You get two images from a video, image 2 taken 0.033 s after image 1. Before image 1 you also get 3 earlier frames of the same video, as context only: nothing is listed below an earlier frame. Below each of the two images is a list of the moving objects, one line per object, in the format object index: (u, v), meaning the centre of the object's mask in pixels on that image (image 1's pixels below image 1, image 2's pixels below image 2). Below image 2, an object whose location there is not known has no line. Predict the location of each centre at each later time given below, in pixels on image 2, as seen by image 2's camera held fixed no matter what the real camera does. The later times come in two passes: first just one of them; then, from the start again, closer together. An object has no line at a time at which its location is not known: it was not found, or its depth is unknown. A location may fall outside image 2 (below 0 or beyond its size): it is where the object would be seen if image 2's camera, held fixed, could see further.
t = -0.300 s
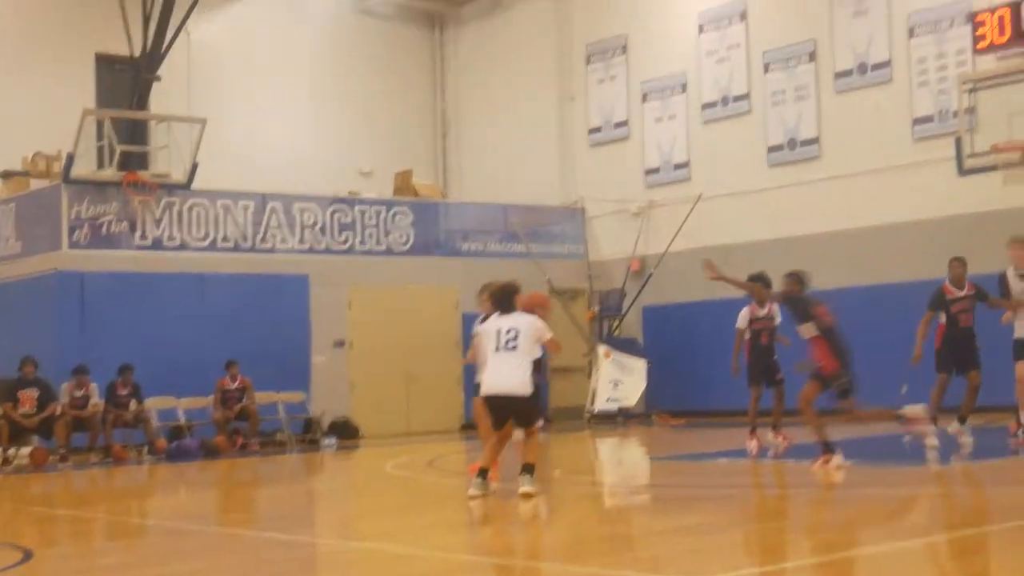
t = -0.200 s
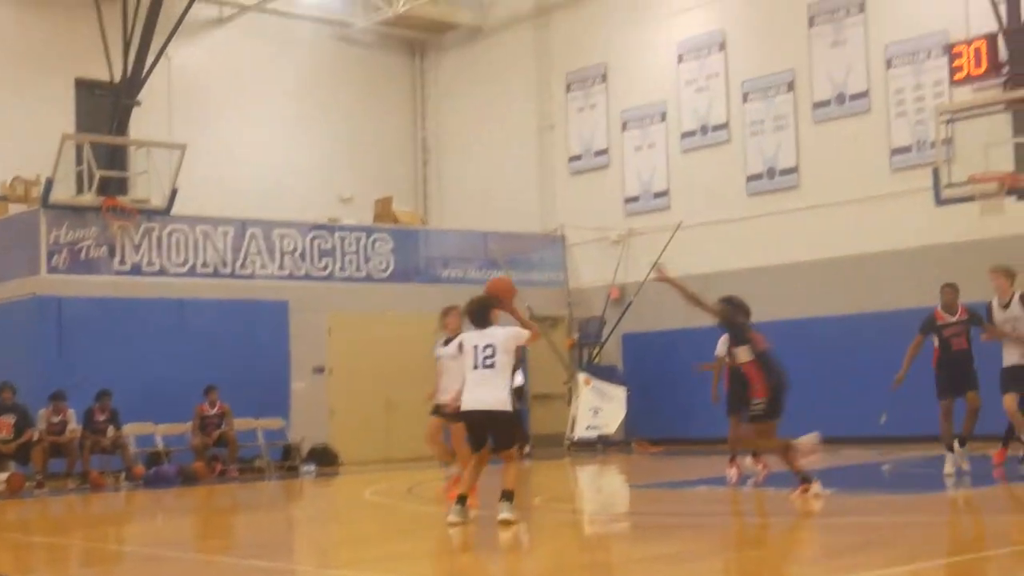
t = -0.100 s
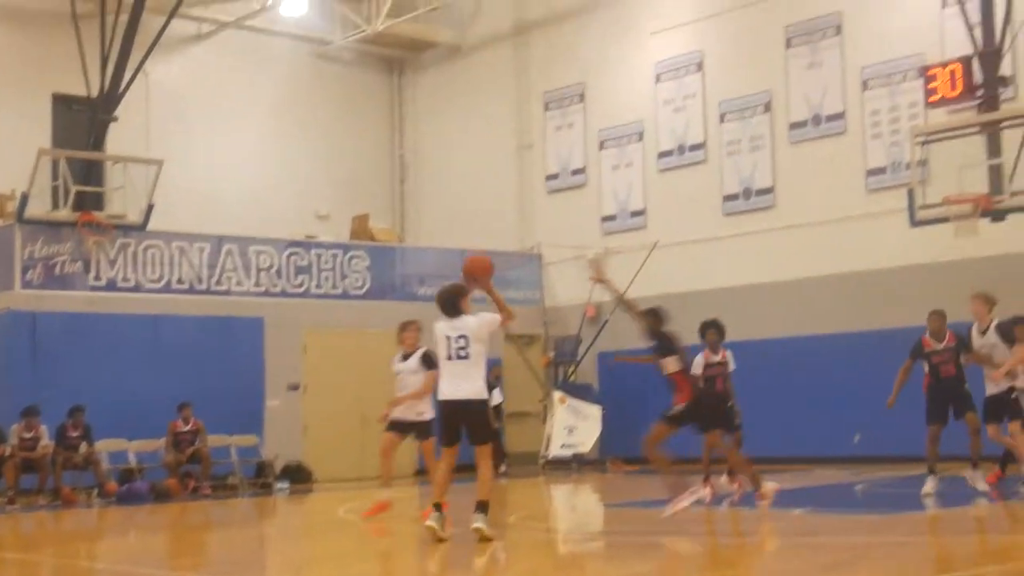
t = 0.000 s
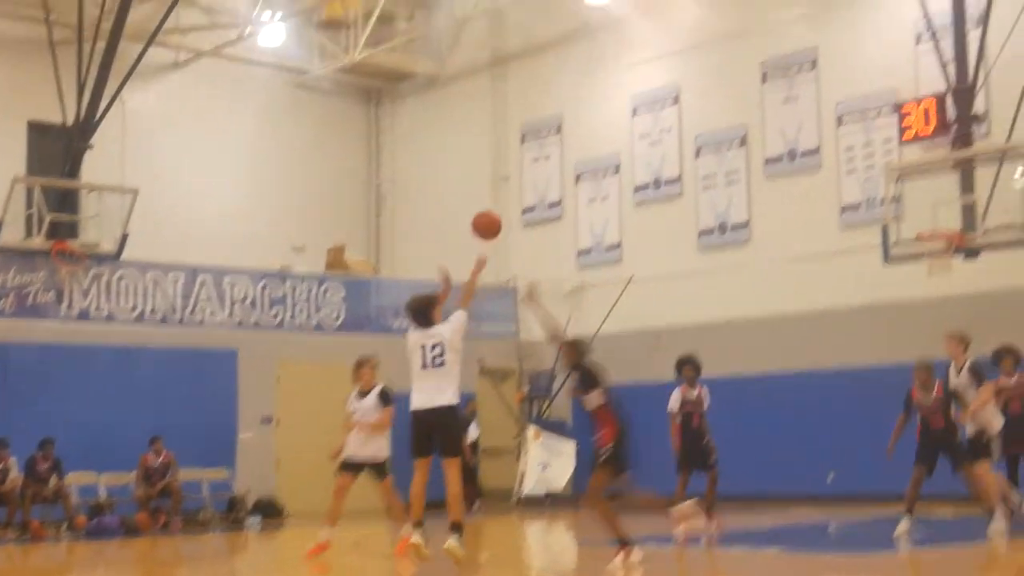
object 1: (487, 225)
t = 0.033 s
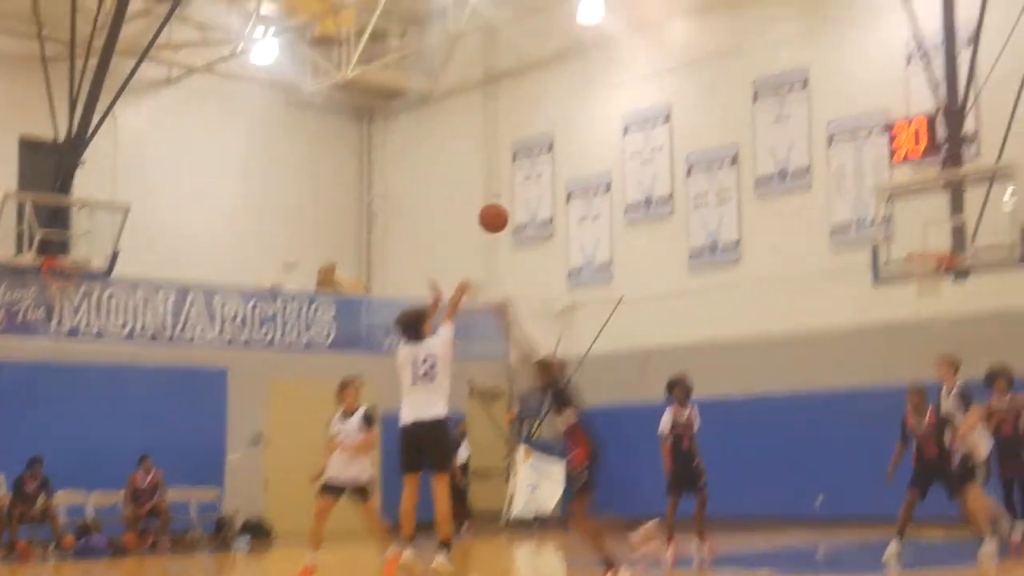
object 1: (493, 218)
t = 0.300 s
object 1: (611, 77)
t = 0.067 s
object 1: (509, 191)
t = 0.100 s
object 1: (523, 170)
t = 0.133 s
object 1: (538, 150)
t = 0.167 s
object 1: (552, 134)
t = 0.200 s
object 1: (567, 117)
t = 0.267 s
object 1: (598, 88)
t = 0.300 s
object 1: (611, 77)
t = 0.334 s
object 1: (622, 66)
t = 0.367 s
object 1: (634, 58)
